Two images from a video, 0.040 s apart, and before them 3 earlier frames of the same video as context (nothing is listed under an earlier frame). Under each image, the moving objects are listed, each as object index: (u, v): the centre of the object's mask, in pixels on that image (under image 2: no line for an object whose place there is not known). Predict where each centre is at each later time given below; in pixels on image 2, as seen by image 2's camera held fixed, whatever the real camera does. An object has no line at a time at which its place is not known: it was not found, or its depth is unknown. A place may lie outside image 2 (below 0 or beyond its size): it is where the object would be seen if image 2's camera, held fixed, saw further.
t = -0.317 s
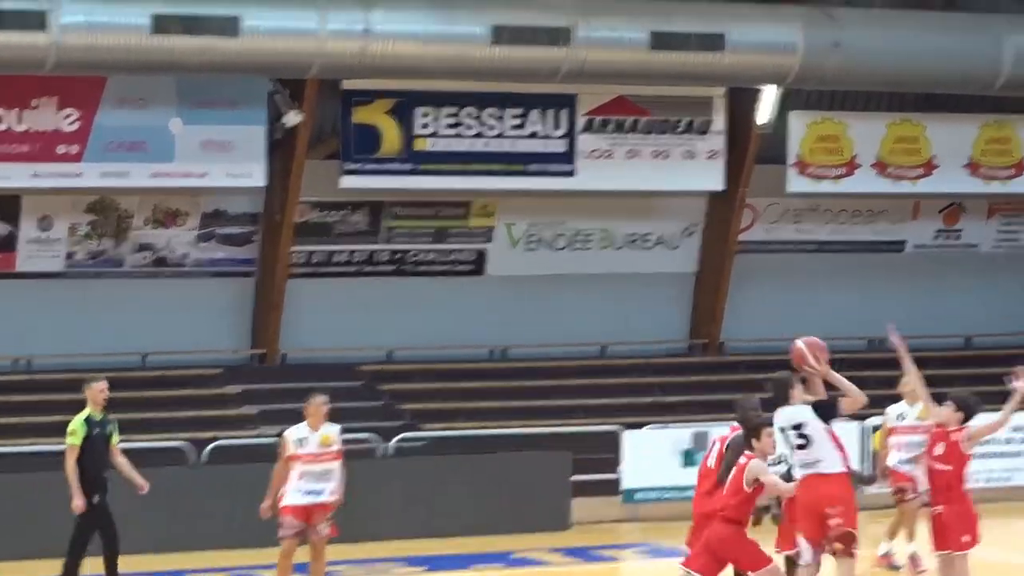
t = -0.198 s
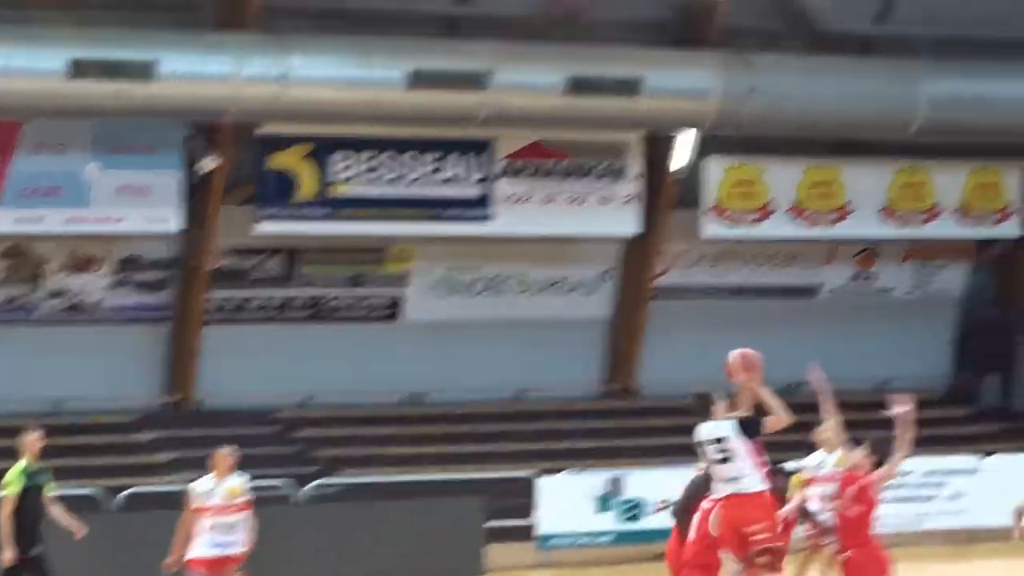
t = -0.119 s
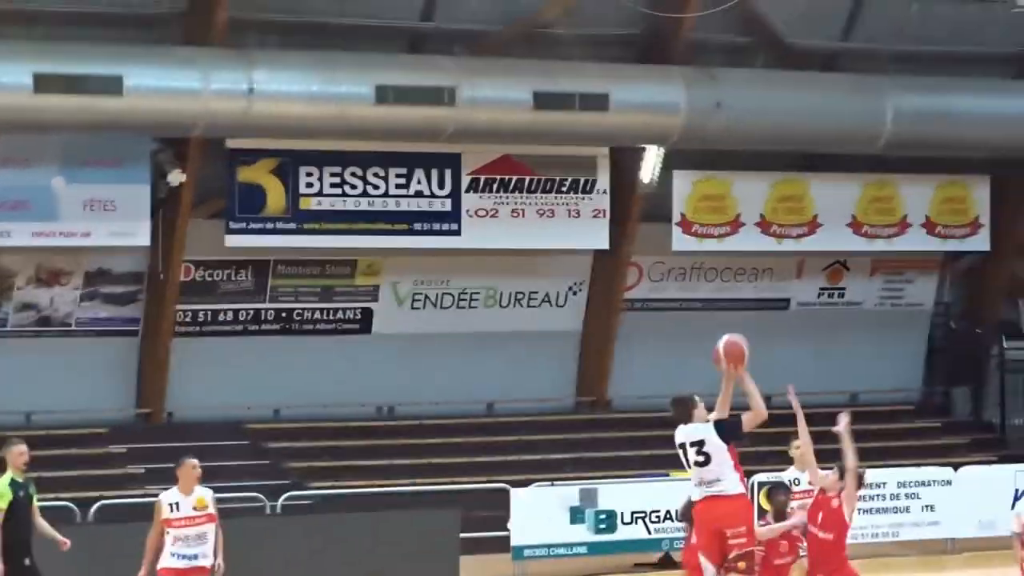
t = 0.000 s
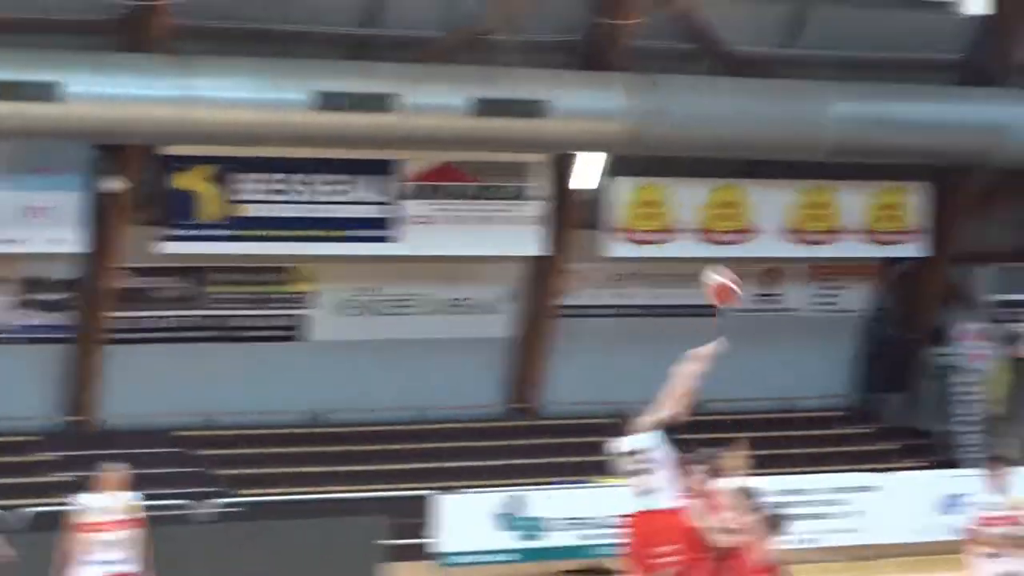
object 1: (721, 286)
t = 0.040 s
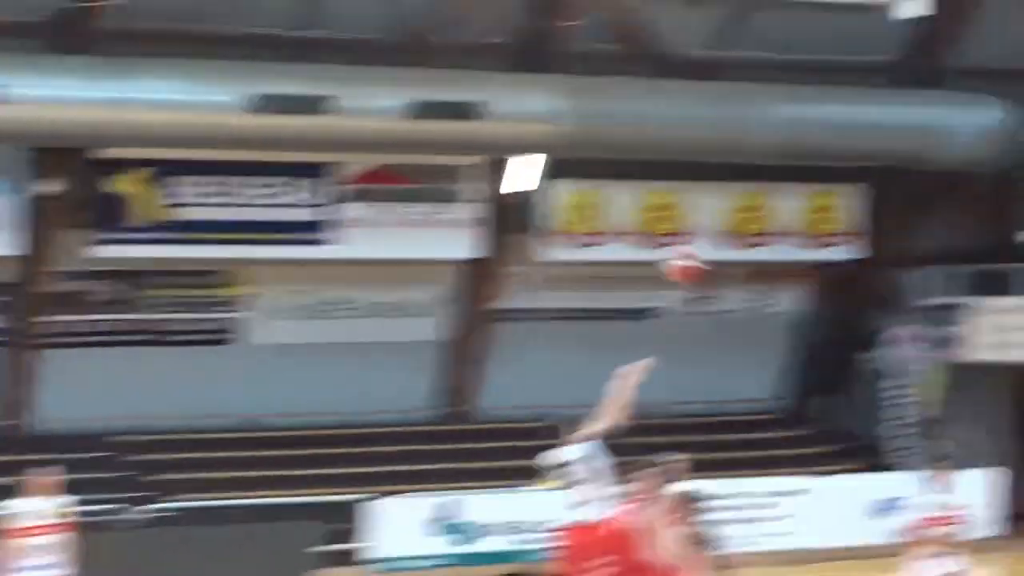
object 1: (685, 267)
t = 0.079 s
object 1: (708, 241)
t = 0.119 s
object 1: (732, 222)
